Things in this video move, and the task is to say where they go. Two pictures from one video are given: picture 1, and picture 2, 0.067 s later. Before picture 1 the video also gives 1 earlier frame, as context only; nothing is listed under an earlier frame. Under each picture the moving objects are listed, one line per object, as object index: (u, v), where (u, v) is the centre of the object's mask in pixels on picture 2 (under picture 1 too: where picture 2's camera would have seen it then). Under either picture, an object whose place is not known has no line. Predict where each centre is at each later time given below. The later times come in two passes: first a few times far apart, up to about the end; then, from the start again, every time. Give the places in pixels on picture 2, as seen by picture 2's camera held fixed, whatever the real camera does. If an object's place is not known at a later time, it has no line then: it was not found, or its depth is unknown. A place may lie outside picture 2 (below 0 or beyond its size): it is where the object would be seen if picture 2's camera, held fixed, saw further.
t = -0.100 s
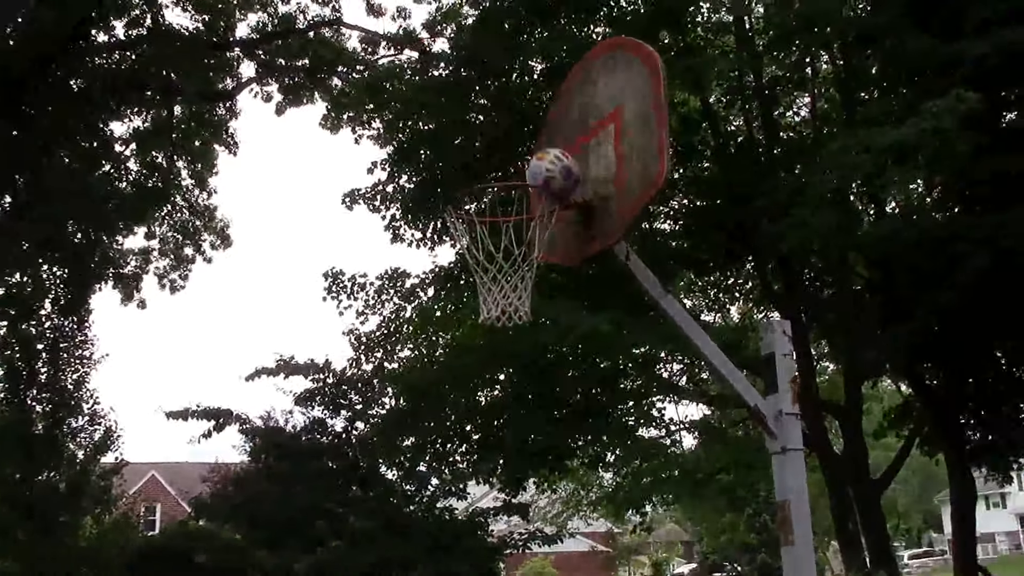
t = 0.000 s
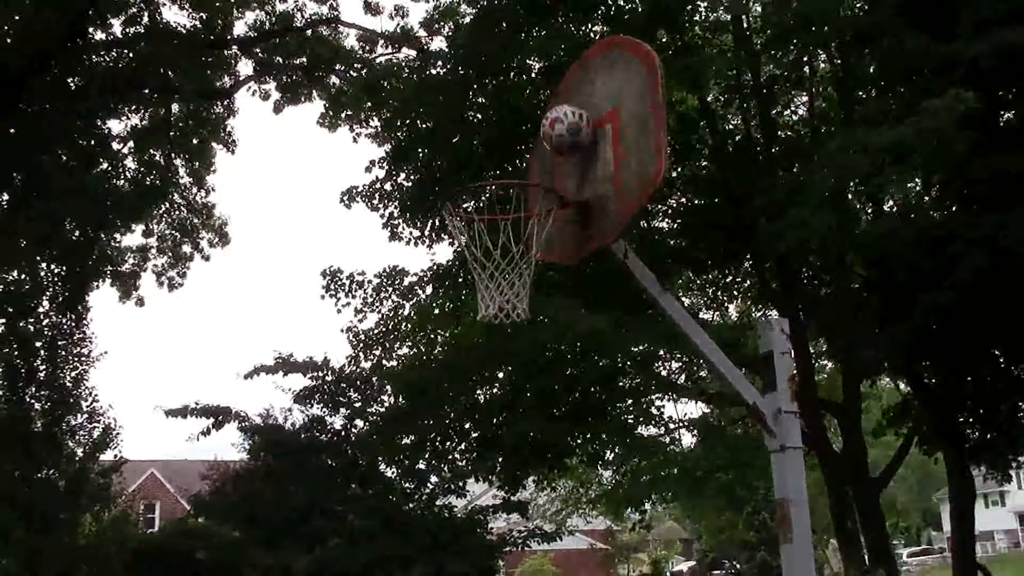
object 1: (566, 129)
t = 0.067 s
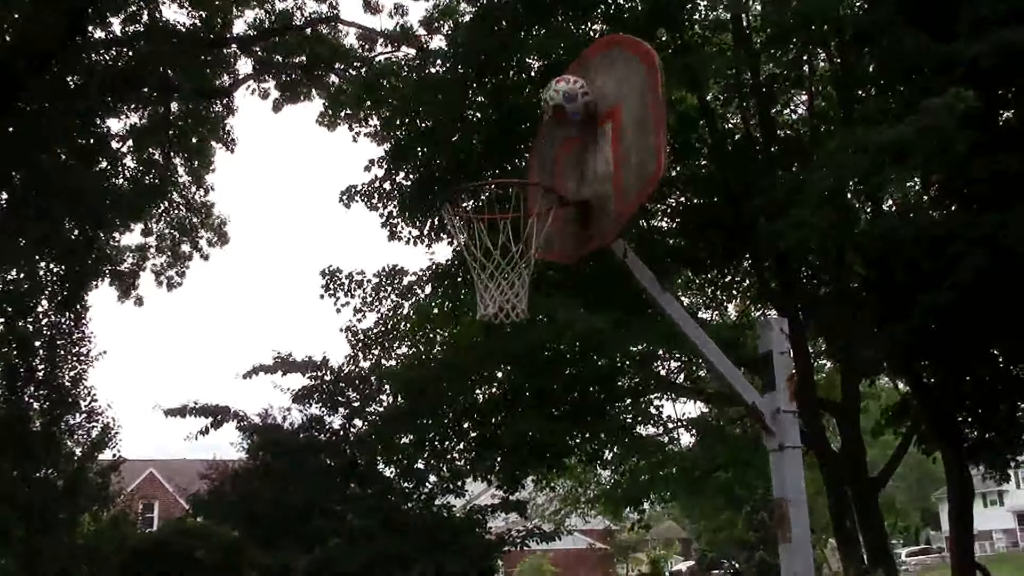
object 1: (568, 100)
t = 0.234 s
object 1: (558, 73)
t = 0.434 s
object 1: (553, 114)
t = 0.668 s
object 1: (589, 119)
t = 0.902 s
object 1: (579, 114)
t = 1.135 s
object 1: (569, 247)
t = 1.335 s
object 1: (565, 527)
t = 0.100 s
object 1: (565, 90)
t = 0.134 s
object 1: (563, 82)
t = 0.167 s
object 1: (562, 78)
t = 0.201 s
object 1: (559, 74)
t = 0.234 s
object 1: (558, 73)
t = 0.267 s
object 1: (556, 73)
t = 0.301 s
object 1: (555, 76)
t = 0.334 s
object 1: (555, 83)
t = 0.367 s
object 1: (555, 91)
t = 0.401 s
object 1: (554, 101)
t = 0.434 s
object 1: (553, 114)
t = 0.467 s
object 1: (554, 129)
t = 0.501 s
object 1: (553, 153)
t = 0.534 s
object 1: (555, 168)
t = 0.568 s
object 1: (563, 154)
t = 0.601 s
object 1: (572, 140)
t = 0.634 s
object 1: (581, 128)
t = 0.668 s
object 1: (589, 119)
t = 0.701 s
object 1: (595, 113)
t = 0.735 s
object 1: (593, 108)
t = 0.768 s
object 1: (589, 104)
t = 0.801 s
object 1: (585, 103)
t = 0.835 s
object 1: (583, 104)
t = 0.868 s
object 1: (581, 108)
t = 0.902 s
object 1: (579, 114)
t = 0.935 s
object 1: (576, 125)
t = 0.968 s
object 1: (575, 137)
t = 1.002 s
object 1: (573, 153)
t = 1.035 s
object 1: (570, 166)
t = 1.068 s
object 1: (569, 193)
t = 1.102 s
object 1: (570, 213)
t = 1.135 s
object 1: (569, 247)
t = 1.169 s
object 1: (568, 280)
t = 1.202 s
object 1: (567, 319)
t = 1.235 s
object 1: (566, 361)
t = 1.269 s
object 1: (566, 409)
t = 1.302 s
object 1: (564, 466)
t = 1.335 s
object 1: (565, 527)
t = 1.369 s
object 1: (564, 570)
